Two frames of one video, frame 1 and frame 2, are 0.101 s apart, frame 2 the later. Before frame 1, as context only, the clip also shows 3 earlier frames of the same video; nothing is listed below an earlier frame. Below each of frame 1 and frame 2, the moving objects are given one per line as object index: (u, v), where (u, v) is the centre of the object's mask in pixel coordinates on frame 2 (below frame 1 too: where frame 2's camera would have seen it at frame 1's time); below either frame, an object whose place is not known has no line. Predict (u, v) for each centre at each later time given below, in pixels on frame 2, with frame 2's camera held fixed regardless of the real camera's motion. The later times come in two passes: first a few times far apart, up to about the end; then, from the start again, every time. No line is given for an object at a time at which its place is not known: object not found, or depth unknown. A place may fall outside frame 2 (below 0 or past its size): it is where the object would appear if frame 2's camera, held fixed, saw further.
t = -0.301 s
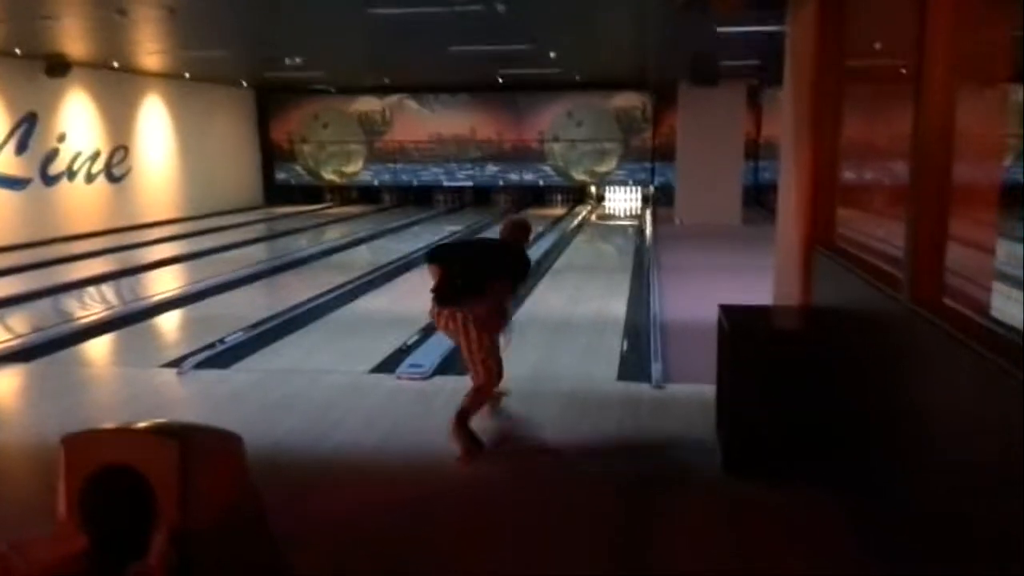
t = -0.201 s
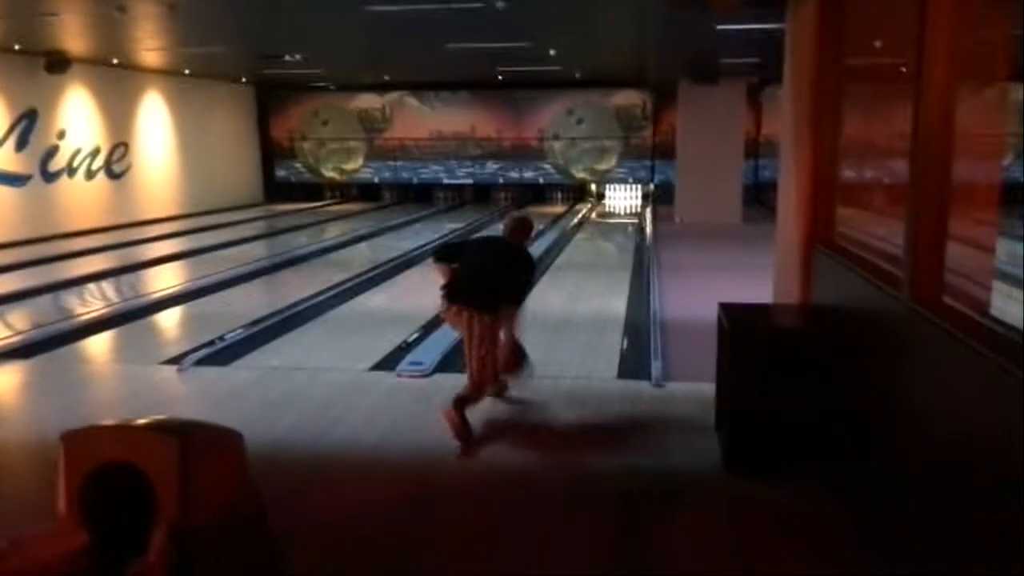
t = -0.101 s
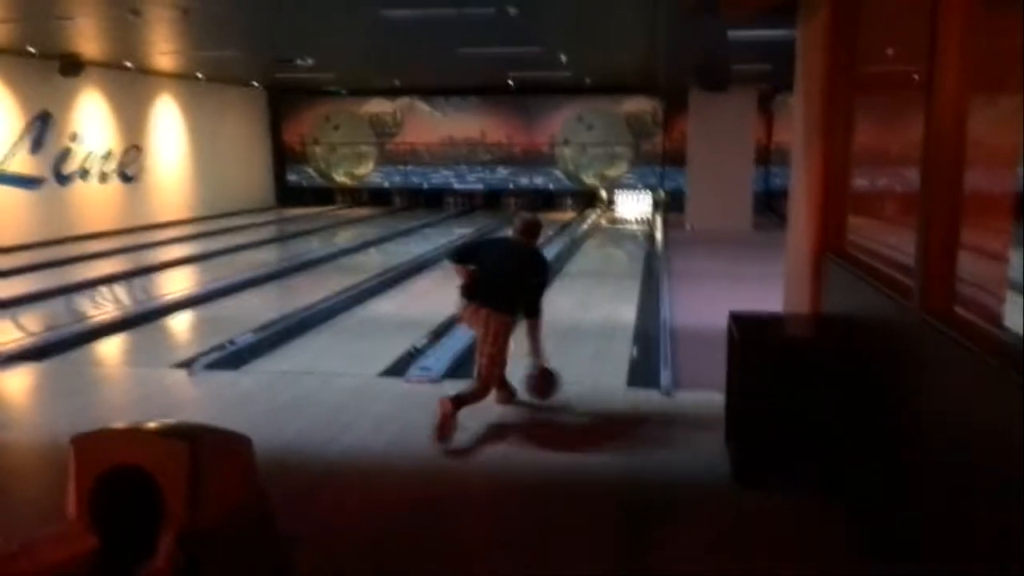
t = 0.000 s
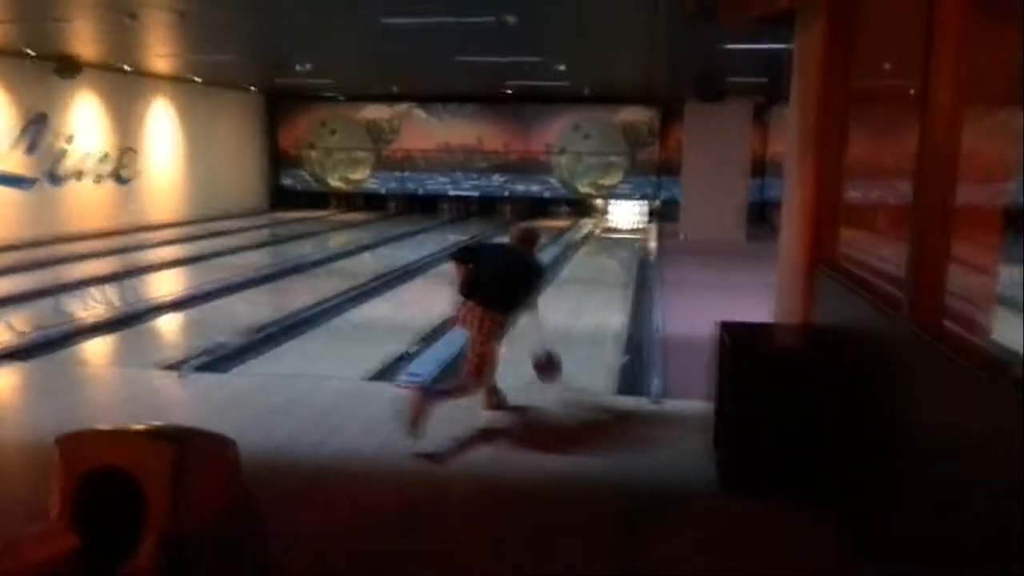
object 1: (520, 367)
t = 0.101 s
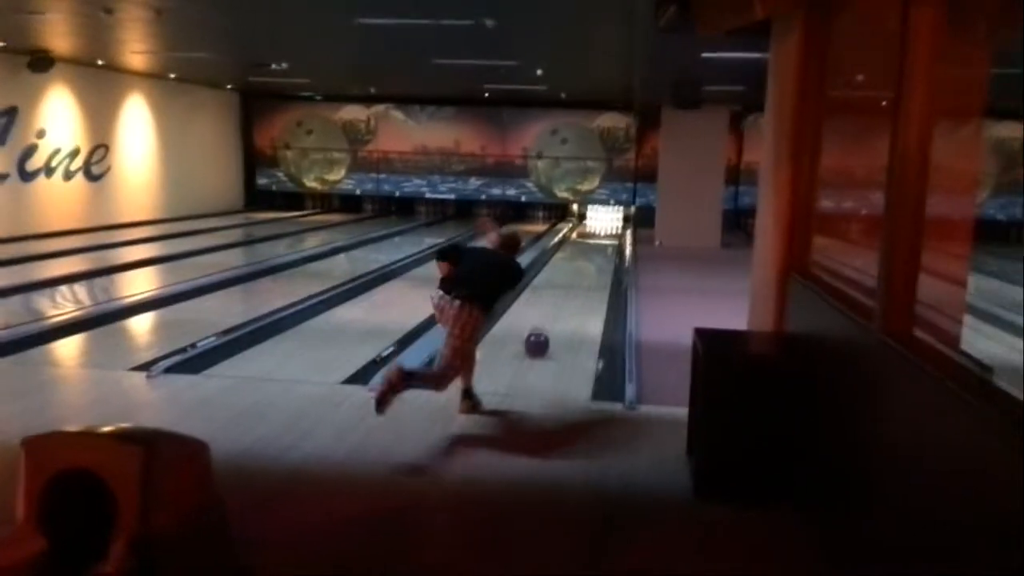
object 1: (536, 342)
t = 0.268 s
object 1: (552, 315)
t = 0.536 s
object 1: (568, 283)
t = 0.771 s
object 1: (578, 265)
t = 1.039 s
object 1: (585, 250)
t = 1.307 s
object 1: (590, 240)
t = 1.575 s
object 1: (595, 232)
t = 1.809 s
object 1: (597, 226)
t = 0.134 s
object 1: (540, 338)
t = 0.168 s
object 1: (543, 331)
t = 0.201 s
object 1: (547, 325)
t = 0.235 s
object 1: (549, 320)
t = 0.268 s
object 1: (552, 315)
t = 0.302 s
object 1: (554, 310)
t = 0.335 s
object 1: (557, 304)
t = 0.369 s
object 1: (559, 301)
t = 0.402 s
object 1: (561, 297)
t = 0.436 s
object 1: (563, 293)
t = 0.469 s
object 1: (565, 289)
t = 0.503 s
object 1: (566, 286)
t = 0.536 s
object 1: (568, 283)
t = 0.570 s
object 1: (569, 280)
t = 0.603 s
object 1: (571, 277)
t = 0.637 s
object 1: (572, 274)
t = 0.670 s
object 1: (574, 271)
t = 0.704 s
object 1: (575, 269)
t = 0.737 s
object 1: (576, 267)
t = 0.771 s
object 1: (578, 265)
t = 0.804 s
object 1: (579, 263)
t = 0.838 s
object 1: (579, 260)
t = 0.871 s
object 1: (580, 258)
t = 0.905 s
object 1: (581, 256)
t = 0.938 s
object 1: (582, 255)
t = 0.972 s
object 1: (583, 253)
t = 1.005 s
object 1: (584, 251)
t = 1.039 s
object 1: (585, 250)
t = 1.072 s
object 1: (585, 249)
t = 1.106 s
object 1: (586, 248)
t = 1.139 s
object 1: (587, 246)
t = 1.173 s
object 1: (588, 244)
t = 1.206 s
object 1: (588, 243)
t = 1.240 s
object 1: (589, 241)
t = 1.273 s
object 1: (590, 240)
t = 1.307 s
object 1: (590, 240)
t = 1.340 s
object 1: (591, 239)
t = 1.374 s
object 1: (592, 238)
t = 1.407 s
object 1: (592, 236)
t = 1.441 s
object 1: (593, 235)
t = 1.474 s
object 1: (593, 234)
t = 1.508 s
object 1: (593, 234)
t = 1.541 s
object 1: (594, 234)
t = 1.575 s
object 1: (595, 232)
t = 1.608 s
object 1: (595, 232)
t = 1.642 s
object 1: (596, 230)
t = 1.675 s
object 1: (596, 229)
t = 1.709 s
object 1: (596, 228)
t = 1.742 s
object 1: (596, 227)
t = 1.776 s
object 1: (597, 226)
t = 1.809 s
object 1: (597, 226)
